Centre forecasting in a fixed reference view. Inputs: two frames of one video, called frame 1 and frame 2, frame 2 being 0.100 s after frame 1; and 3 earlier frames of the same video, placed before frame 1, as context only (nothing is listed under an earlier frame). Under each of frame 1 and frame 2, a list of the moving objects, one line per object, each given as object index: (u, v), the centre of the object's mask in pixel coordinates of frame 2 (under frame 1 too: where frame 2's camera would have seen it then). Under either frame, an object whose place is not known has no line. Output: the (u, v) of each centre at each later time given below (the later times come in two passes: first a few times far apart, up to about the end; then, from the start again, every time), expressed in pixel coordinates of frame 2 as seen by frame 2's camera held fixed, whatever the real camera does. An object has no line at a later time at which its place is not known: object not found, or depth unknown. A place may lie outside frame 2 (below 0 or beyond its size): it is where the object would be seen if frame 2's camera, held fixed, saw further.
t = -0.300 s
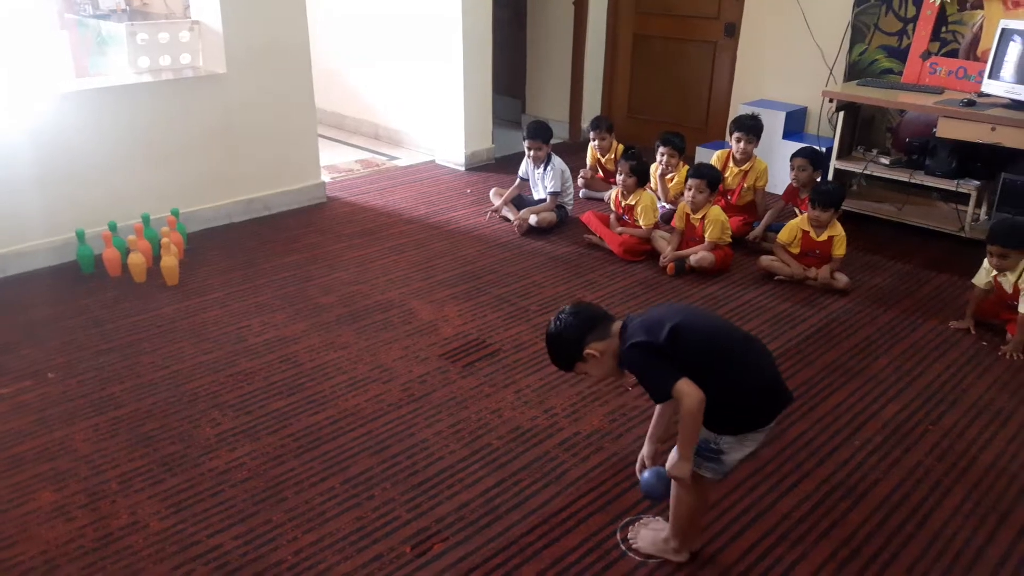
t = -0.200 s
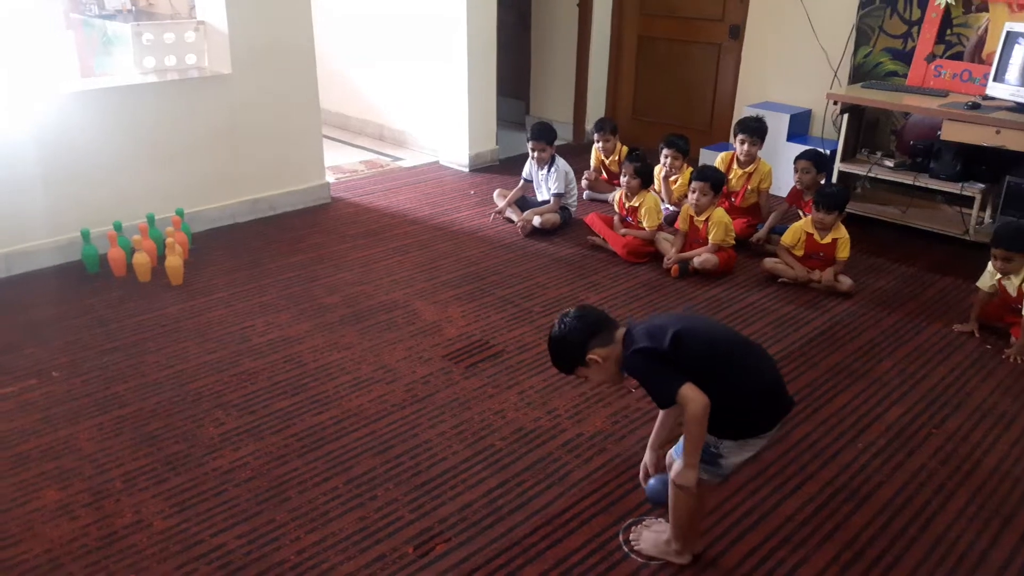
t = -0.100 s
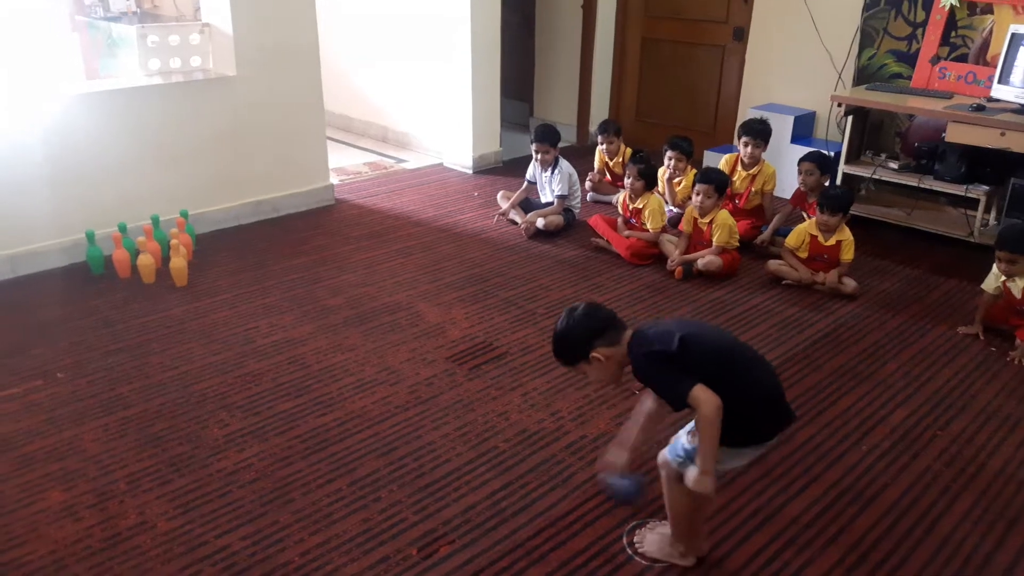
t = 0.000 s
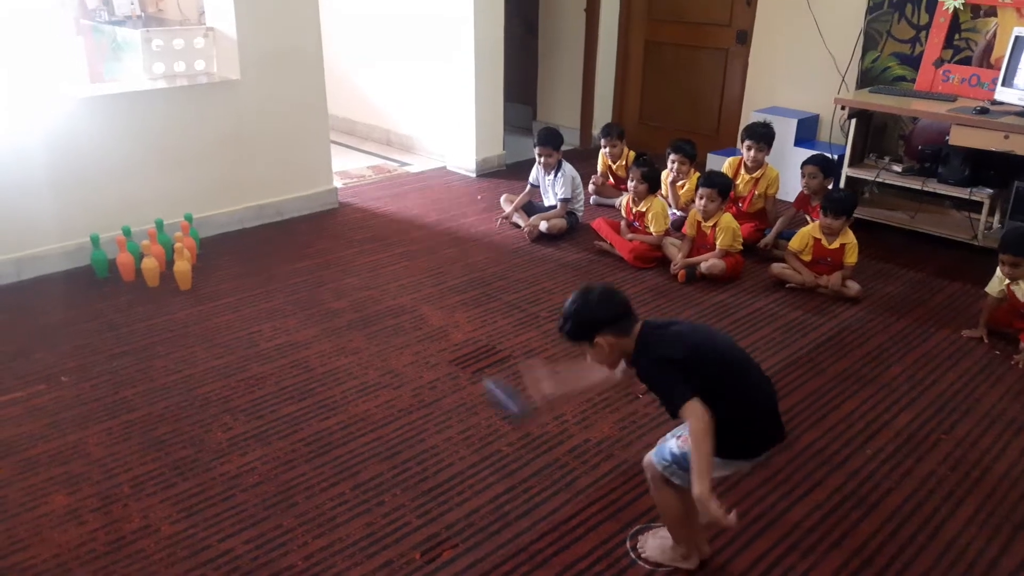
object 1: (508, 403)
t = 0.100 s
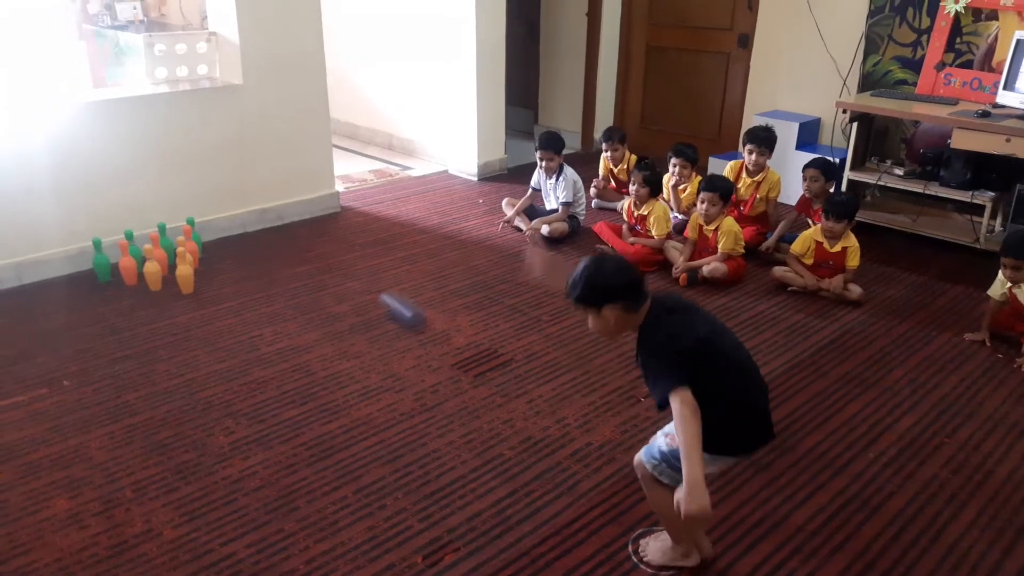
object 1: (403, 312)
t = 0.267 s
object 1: (259, 237)
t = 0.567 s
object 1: (108, 291)
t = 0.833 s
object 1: (30, 219)
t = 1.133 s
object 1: (40, 305)
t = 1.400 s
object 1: (23, 326)
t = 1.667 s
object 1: (5, 358)
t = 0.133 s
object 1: (371, 289)
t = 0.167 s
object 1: (342, 270)
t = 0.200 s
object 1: (313, 256)
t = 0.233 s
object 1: (284, 243)
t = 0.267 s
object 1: (259, 237)
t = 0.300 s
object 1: (234, 232)
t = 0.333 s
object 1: (212, 231)
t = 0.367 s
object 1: (195, 233)
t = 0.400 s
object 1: (178, 236)
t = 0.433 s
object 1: (162, 246)
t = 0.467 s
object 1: (144, 255)
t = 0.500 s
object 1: (132, 265)
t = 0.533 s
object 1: (119, 277)
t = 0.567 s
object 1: (108, 291)
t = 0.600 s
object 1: (97, 290)
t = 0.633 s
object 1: (83, 268)
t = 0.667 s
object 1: (71, 253)
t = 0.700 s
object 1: (60, 240)
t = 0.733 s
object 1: (50, 232)
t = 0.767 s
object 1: (40, 224)
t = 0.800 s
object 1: (32, 218)
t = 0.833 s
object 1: (30, 219)
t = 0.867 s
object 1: (29, 222)
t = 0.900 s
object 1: (29, 228)
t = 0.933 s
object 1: (30, 237)
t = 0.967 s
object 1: (32, 246)
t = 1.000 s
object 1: (34, 261)
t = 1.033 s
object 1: (38, 277)
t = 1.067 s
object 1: (44, 299)
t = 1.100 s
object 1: (45, 315)
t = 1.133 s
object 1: (40, 305)
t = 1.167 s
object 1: (35, 297)
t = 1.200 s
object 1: (32, 294)
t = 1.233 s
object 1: (29, 293)
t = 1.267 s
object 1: (27, 293)
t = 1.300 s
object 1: (25, 297)
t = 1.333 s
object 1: (23, 303)
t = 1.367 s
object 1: (22, 312)
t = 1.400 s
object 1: (23, 326)
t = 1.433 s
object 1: (22, 342)
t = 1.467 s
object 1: (21, 348)
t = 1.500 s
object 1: (17, 342)
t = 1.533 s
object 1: (14, 340)
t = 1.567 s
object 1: (11, 340)
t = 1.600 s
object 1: (8, 344)
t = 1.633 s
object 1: (6, 349)
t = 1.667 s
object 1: (5, 358)
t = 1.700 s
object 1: (4, 370)
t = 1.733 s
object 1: (4, 381)
